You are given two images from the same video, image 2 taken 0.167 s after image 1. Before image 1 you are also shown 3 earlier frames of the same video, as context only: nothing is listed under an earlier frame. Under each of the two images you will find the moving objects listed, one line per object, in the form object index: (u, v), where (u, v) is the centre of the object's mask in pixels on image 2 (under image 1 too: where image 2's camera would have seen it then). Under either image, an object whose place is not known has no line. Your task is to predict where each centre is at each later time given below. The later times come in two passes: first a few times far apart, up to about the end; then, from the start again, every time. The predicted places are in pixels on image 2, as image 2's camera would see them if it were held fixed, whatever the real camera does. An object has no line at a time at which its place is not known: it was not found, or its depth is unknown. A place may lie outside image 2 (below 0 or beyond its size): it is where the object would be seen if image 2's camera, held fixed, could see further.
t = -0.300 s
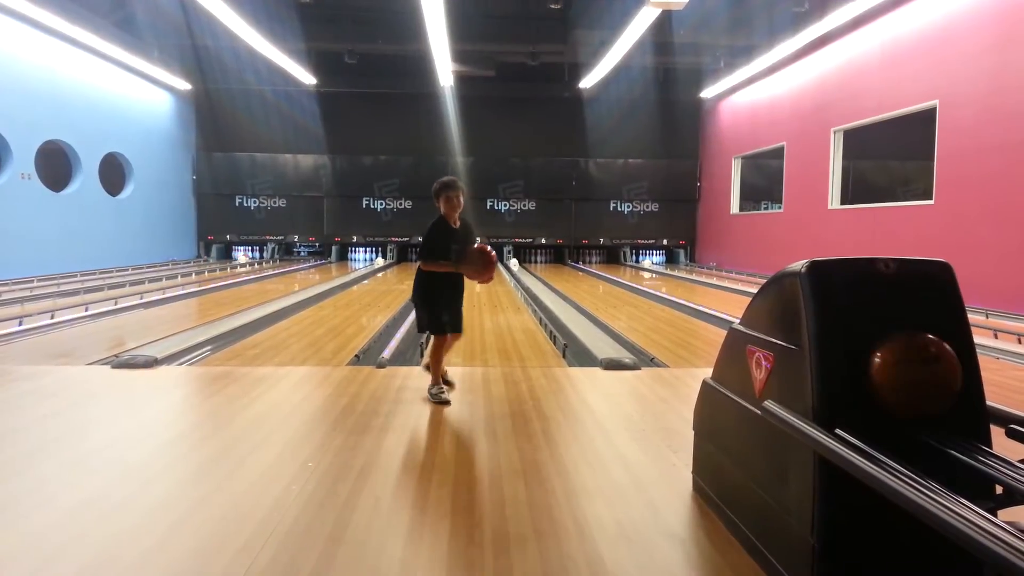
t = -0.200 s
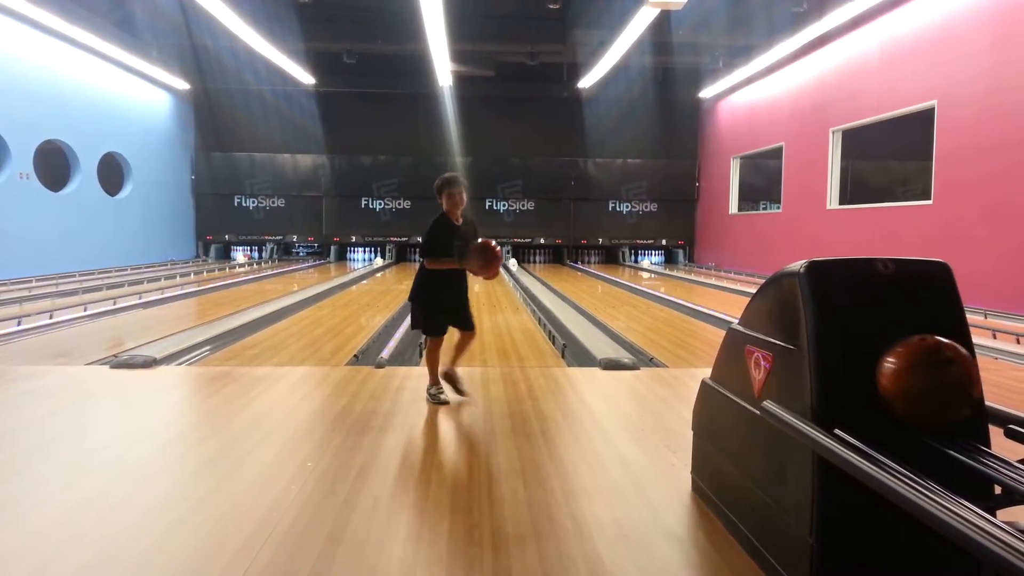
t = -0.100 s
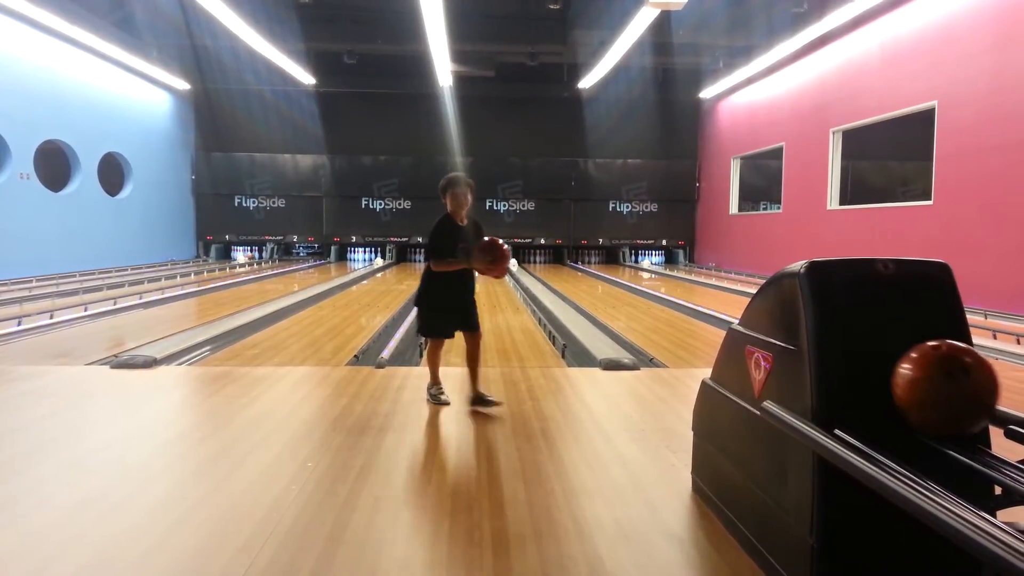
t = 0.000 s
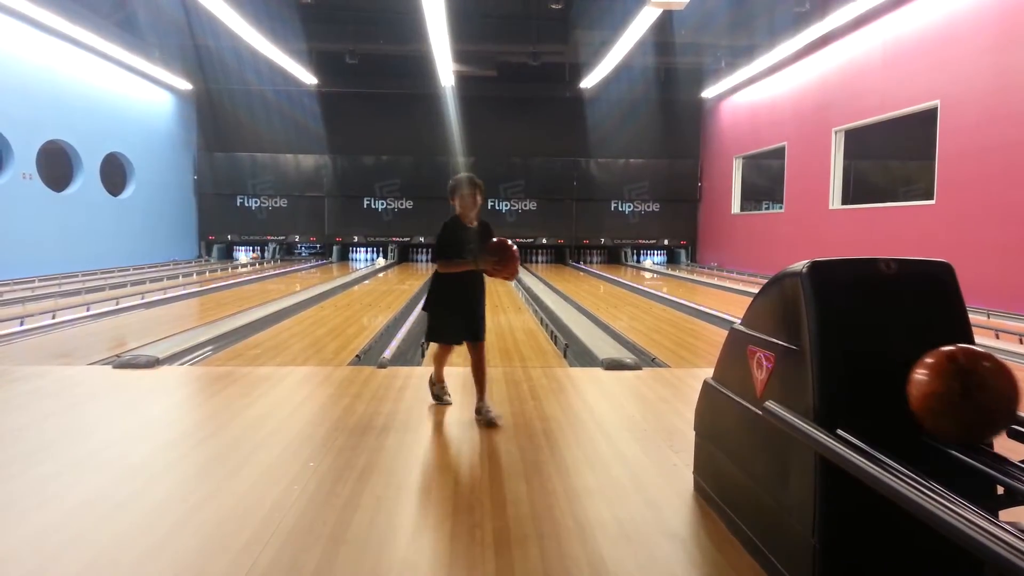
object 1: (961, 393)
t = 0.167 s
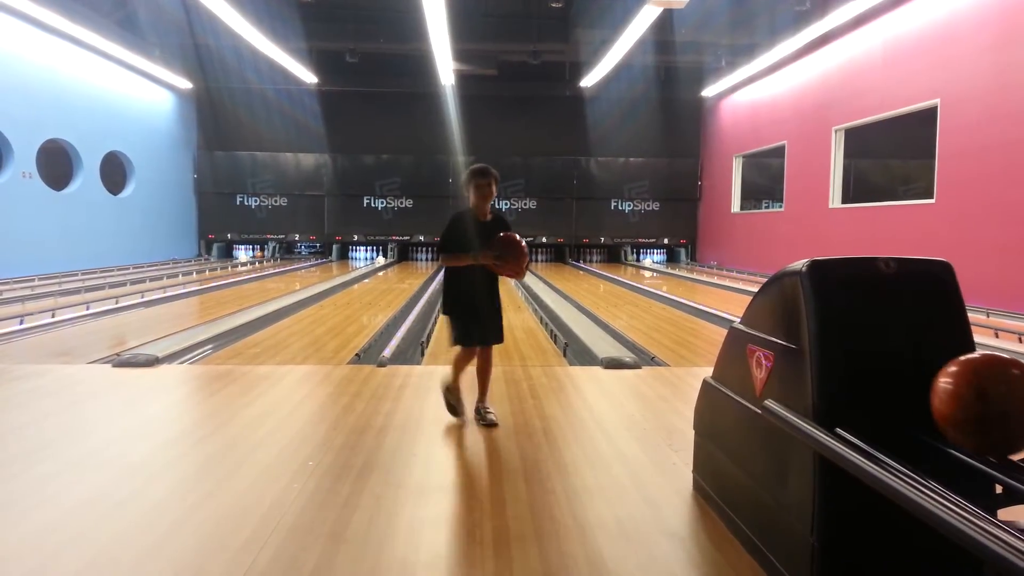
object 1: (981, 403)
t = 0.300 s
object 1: (993, 412)
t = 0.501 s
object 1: (1009, 423)
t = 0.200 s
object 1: (984, 405)
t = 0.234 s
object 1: (987, 407)
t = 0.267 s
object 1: (989, 409)
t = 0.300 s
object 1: (993, 412)
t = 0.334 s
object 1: (996, 413)
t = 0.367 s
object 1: (999, 416)
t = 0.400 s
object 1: (1002, 418)
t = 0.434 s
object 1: (1004, 420)
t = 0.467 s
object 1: (1006, 421)
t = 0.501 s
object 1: (1009, 423)
